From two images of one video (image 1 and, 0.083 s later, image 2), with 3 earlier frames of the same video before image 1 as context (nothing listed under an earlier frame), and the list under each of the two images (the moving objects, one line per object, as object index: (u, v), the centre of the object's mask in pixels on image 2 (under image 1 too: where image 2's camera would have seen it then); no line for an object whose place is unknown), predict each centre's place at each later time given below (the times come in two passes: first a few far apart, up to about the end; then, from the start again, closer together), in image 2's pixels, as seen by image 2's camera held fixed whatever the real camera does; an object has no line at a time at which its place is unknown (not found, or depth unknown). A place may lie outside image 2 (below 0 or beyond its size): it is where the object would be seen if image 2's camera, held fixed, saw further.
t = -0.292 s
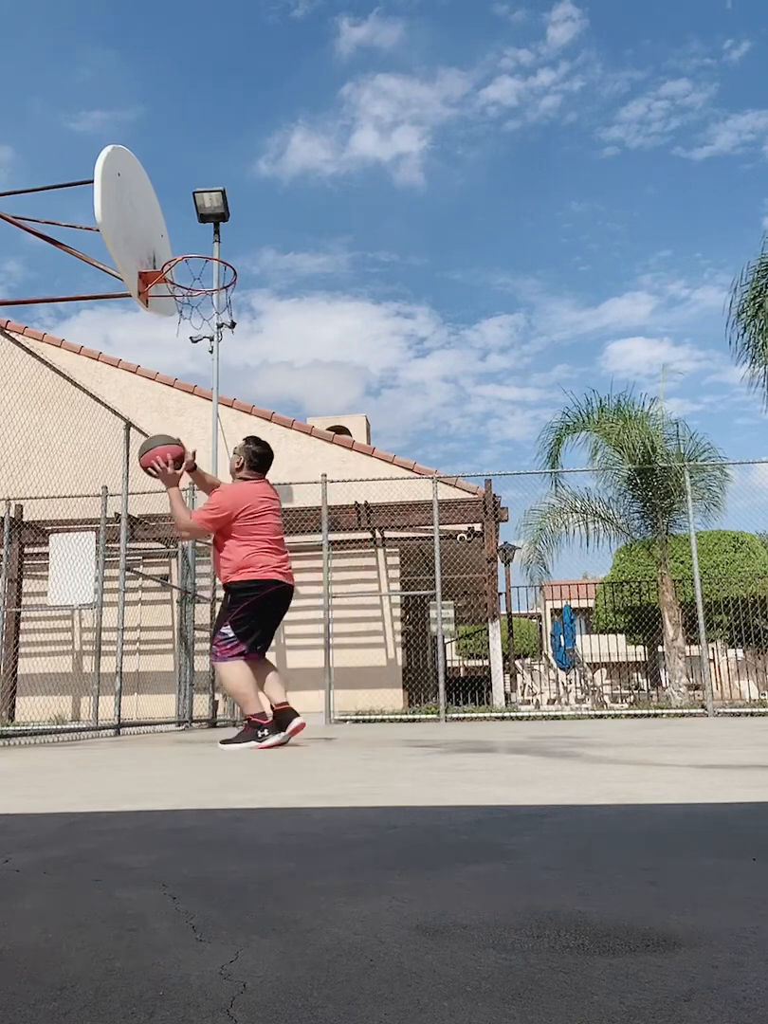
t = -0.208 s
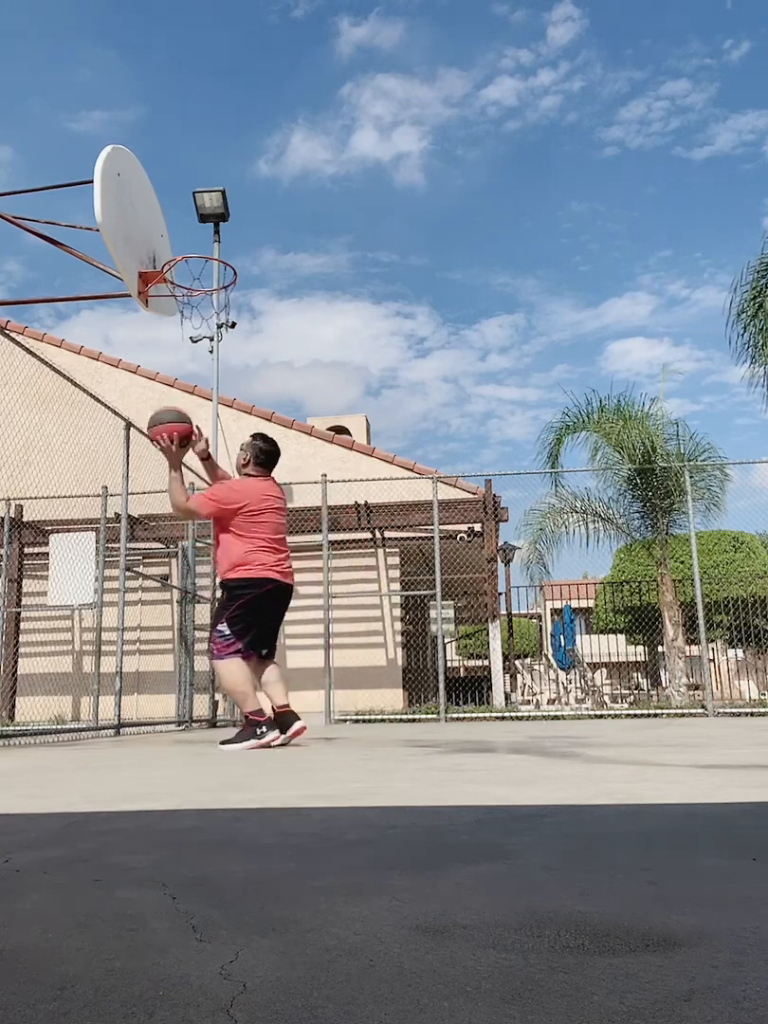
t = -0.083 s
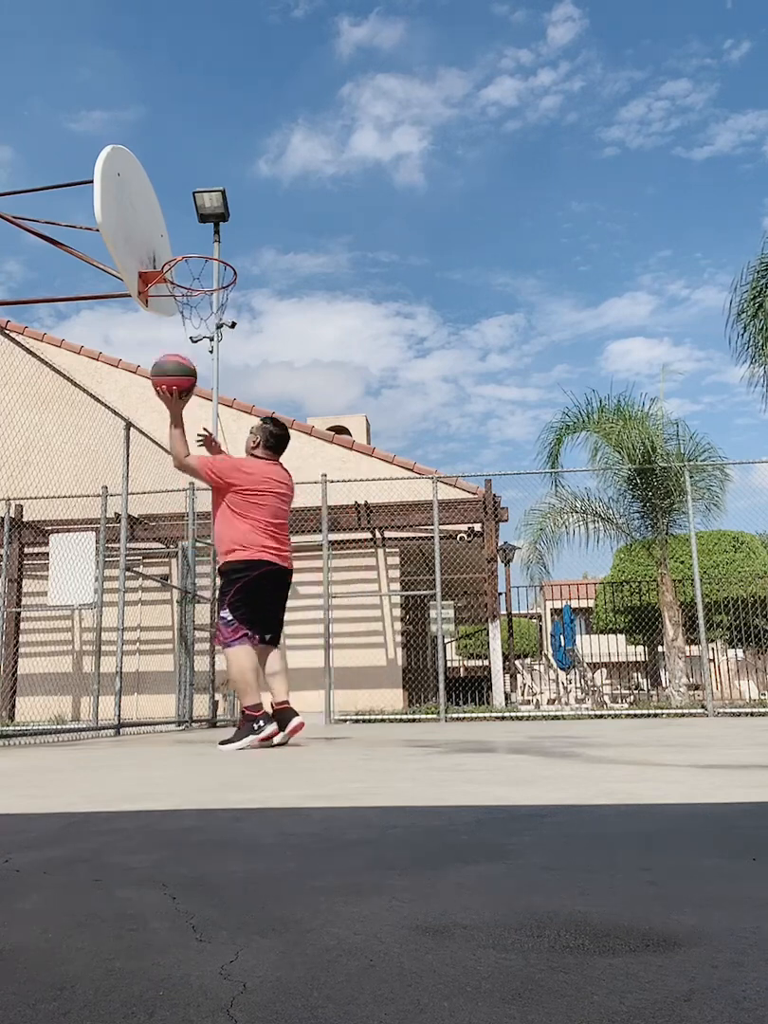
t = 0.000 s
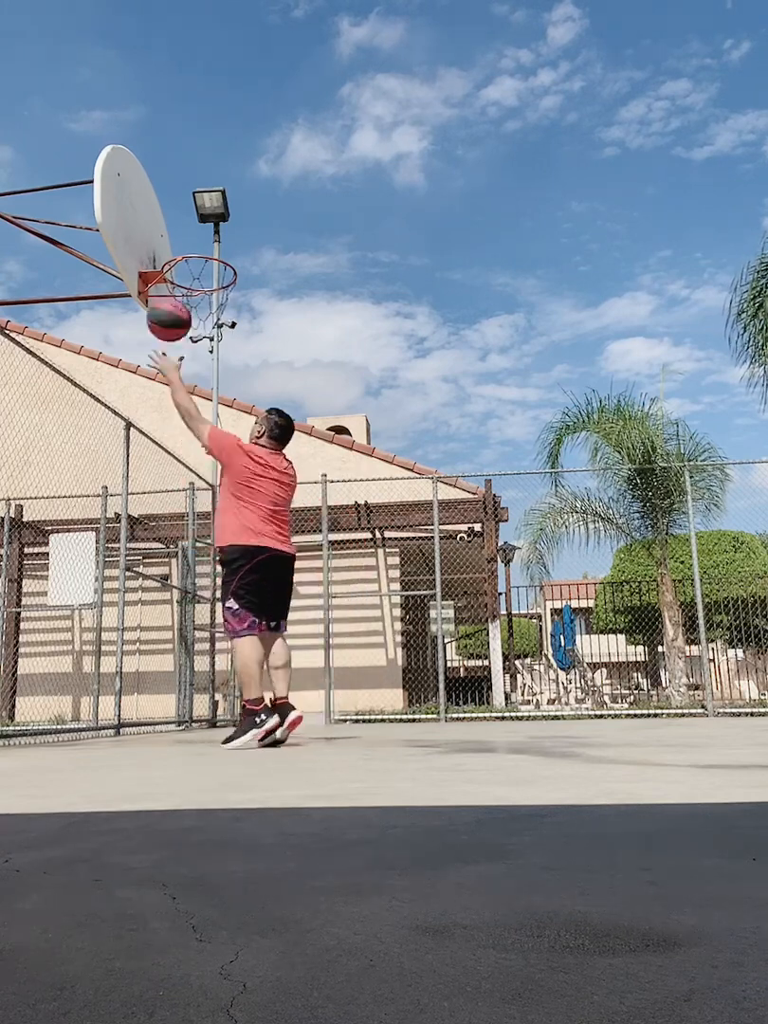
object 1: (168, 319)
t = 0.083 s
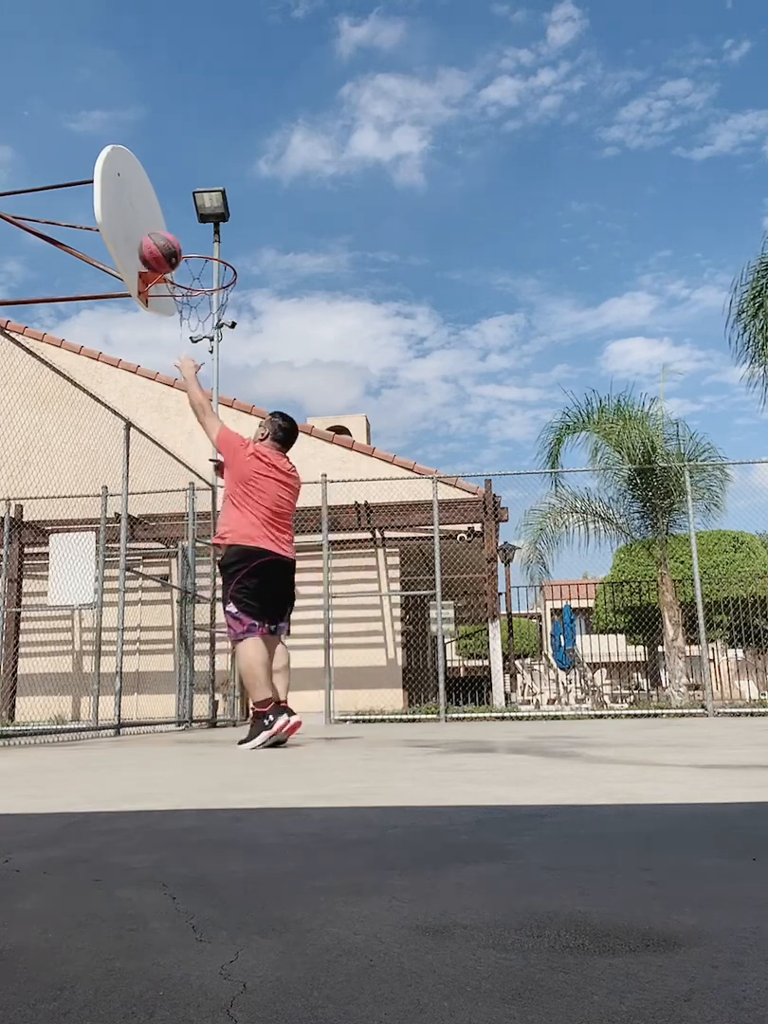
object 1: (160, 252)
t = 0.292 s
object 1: (149, 211)
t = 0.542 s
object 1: (173, 228)
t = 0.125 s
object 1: (157, 237)
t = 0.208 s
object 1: (154, 226)
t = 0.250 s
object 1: (152, 217)
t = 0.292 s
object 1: (149, 211)
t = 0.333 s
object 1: (147, 207)
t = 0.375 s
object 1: (144, 206)
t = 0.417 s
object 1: (151, 208)
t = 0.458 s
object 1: (158, 212)
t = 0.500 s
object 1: (166, 219)
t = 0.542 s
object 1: (173, 228)
